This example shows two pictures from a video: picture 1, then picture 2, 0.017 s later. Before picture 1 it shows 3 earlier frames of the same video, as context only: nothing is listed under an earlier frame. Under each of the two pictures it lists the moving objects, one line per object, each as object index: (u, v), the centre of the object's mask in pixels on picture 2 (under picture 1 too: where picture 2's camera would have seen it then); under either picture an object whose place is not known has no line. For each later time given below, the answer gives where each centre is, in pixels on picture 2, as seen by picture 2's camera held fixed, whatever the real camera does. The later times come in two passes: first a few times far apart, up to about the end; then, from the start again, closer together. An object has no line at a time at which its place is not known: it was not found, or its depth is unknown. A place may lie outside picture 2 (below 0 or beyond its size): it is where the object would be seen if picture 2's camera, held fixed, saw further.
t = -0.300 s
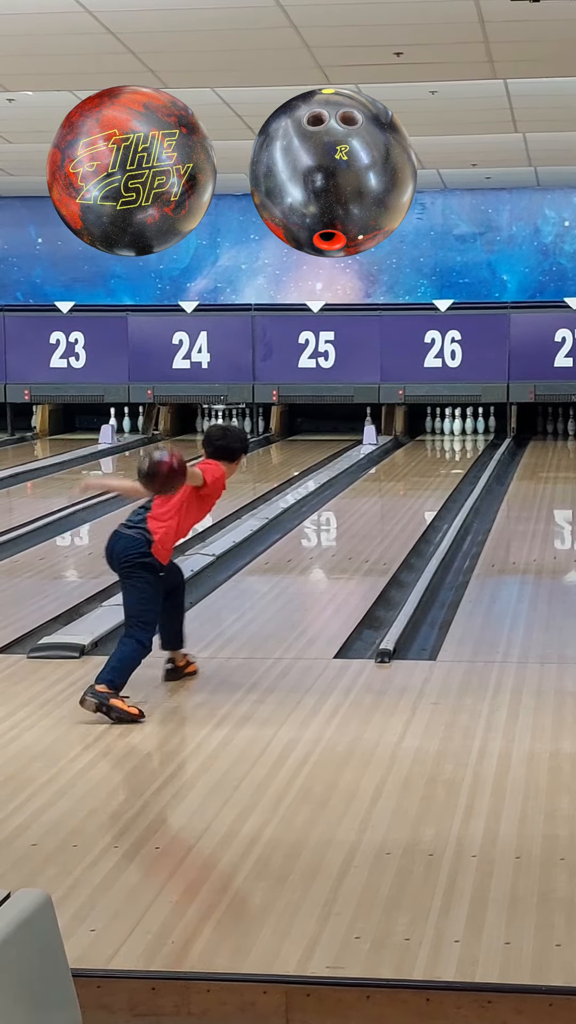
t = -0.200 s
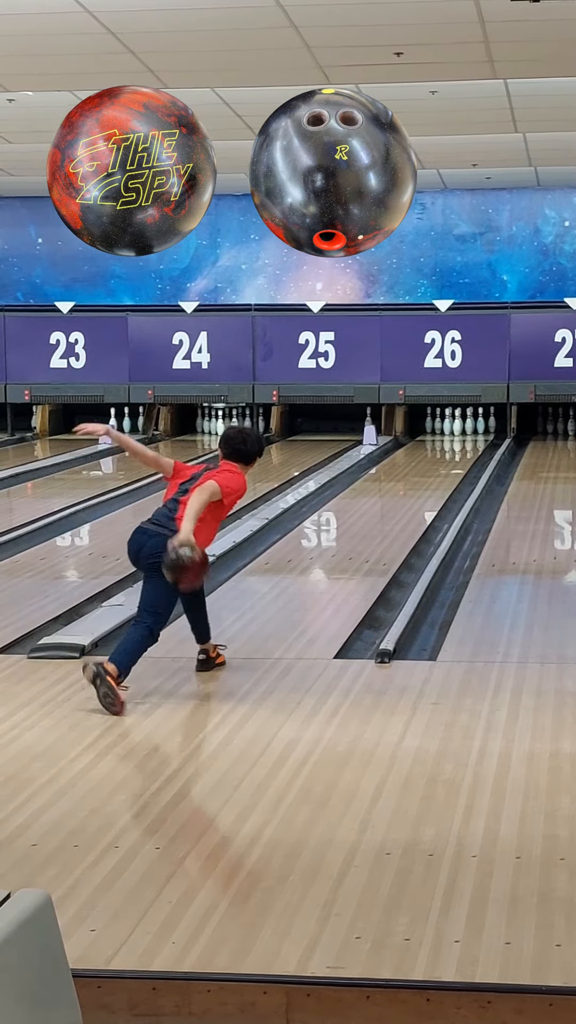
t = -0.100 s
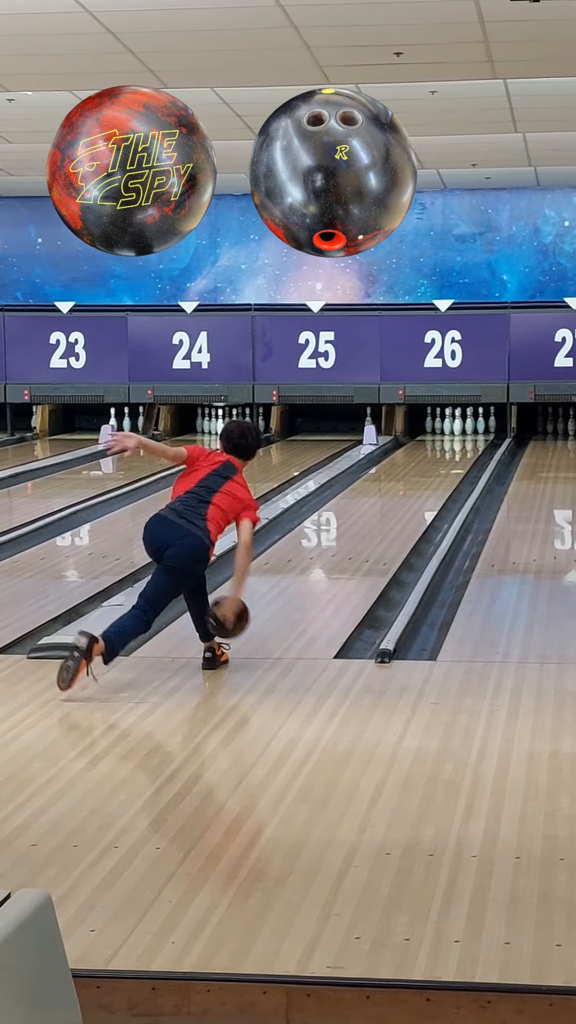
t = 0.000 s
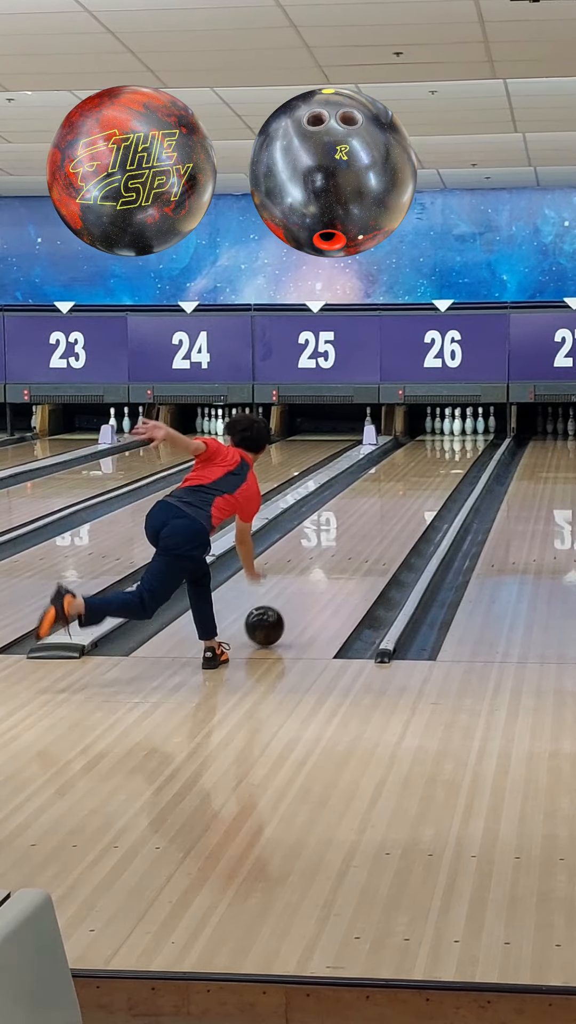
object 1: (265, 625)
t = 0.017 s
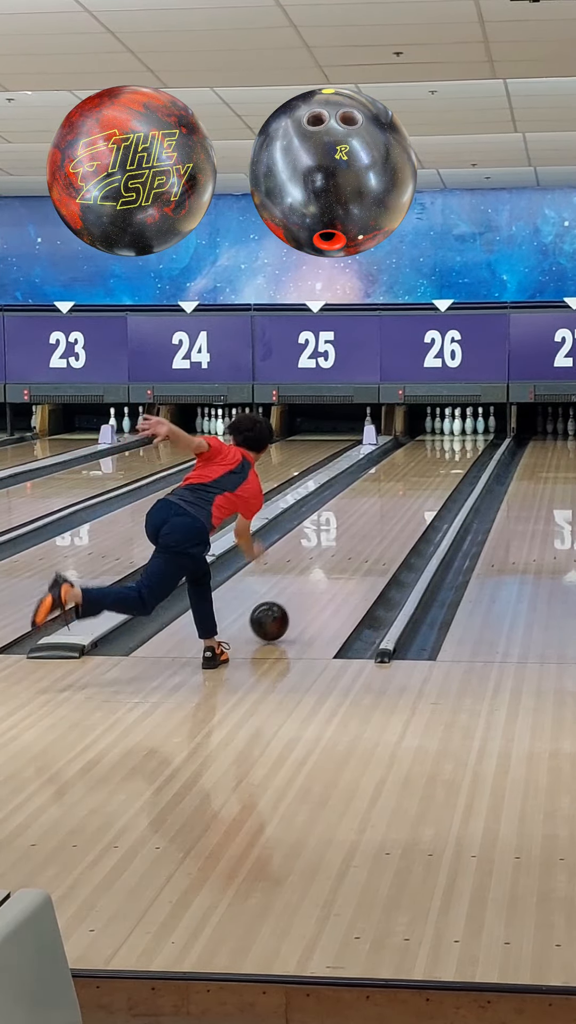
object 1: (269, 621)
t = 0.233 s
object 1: (322, 579)
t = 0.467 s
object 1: (364, 544)
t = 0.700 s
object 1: (395, 517)
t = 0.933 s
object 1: (419, 495)
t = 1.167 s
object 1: (437, 478)
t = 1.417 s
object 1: (451, 463)
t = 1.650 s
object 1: (459, 451)
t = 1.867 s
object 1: (463, 441)
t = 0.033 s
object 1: (274, 617)
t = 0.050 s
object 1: (279, 613)
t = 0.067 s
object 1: (283, 611)
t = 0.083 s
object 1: (287, 607)
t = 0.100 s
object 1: (292, 604)
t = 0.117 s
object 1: (296, 601)
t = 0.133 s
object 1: (300, 598)
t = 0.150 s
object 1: (304, 595)
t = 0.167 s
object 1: (308, 591)
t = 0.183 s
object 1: (311, 588)
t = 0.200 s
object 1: (315, 585)
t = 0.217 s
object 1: (319, 582)
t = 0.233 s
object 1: (322, 579)
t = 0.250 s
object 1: (326, 577)
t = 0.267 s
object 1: (329, 574)
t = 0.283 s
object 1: (332, 571)
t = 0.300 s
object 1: (335, 568)
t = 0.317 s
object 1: (339, 566)
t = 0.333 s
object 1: (342, 563)
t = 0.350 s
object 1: (345, 561)
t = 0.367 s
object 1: (348, 558)
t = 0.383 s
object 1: (351, 556)
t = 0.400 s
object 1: (353, 553)
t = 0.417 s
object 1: (356, 551)
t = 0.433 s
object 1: (359, 549)
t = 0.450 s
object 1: (361, 546)
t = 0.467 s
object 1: (364, 544)
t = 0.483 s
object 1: (367, 542)
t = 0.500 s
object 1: (369, 540)
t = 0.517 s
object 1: (371, 538)
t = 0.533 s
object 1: (374, 535)
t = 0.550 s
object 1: (376, 534)
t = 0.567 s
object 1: (378, 532)
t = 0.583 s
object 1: (381, 530)
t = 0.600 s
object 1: (383, 528)
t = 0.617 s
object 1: (385, 526)
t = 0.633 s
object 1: (387, 524)
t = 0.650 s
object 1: (389, 522)
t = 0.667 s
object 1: (391, 520)
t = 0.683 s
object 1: (393, 519)
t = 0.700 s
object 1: (395, 517)
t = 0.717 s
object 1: (397, 515)
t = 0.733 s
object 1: (399, 514)
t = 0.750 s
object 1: (401, 512)
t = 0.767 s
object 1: (403, 511)
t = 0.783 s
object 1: (404, 509)
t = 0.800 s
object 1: (406, 507)
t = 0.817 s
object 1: (408, 506)
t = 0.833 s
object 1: (410, 504)
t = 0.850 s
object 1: (411, 503)
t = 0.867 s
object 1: (413, 501)
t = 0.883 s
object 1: (414, 500)
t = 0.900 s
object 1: (416, 498)
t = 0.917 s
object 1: (418, 497)
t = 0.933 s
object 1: (419, 495)
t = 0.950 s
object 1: (421, 494)
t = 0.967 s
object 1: (422, 493)
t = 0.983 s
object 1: (424, 491)
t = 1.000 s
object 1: (425, 490)
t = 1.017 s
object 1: (426, 489)
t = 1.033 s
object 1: (428, 487)
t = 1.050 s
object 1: (429, 486)
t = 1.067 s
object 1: (430, 485)
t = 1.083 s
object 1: (431, 484)
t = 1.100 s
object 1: (433, 483)
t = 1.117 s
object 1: (434, 481)
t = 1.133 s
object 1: (435, 480)
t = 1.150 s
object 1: (436, 479)
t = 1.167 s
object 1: (437, 478)
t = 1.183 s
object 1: (439, 477)
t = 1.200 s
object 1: (440, 476)
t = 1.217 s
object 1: (440, 475)
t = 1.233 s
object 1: (442, 474)
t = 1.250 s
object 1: (443, 473)
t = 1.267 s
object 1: (444, 472)
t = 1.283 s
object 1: (445, 471)
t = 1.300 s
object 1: (445, 470)
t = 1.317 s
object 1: (447, 469)
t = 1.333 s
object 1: (447, 468)
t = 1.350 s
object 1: (448, 467)
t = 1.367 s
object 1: (449, 466)
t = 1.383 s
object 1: (450, 465)
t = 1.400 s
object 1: (450, 464)
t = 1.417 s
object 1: (451, 463)
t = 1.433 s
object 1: (452, 462)
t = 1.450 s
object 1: (453, 461)
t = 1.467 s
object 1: (453, 460)
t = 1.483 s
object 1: (454, 459)
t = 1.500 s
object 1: (455, 458)
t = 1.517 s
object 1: (455, 457)
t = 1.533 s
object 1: (456, 457)
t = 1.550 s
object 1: (456, 456)
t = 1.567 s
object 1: (457, 455)
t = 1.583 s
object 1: (457, 454)
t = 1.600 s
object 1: (458, 454)
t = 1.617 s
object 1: (458, 453)
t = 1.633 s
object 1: (459, 452)
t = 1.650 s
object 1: (459, 451)
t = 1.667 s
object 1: (460, 450)
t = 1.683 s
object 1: (460, 450)
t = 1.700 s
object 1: (460, 449)
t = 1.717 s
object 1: (461, 448)
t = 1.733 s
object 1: (461, 448)
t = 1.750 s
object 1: (462, 447)
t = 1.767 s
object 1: (462, 446)
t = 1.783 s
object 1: (462, 446)
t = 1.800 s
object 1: (462, 445)
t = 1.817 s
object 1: (463, 444)
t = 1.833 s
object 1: (463, 444)
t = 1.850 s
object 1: (463, 441)
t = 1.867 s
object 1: (463, 441)
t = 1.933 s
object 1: (464, 440)
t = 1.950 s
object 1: (464, 440)
